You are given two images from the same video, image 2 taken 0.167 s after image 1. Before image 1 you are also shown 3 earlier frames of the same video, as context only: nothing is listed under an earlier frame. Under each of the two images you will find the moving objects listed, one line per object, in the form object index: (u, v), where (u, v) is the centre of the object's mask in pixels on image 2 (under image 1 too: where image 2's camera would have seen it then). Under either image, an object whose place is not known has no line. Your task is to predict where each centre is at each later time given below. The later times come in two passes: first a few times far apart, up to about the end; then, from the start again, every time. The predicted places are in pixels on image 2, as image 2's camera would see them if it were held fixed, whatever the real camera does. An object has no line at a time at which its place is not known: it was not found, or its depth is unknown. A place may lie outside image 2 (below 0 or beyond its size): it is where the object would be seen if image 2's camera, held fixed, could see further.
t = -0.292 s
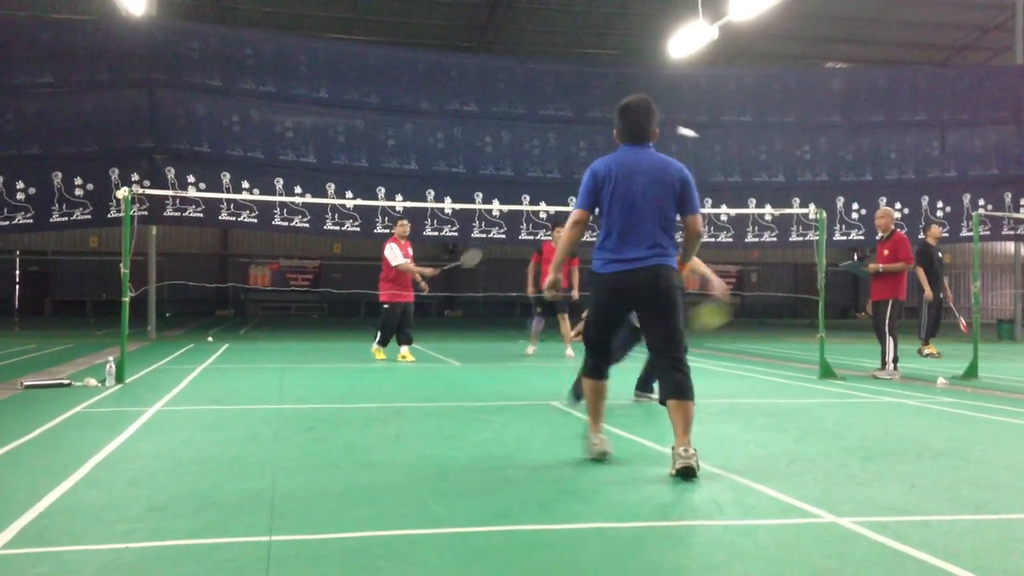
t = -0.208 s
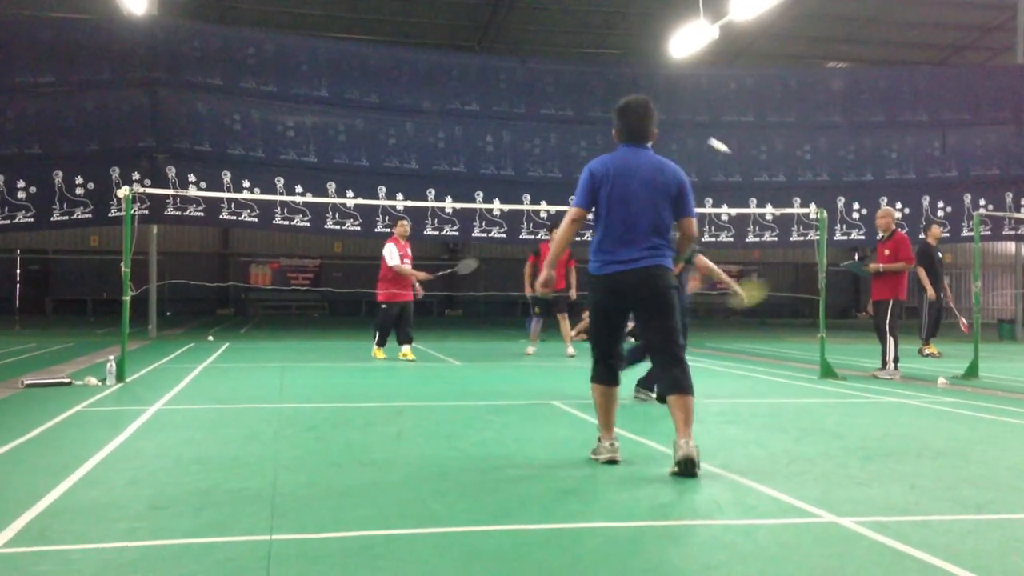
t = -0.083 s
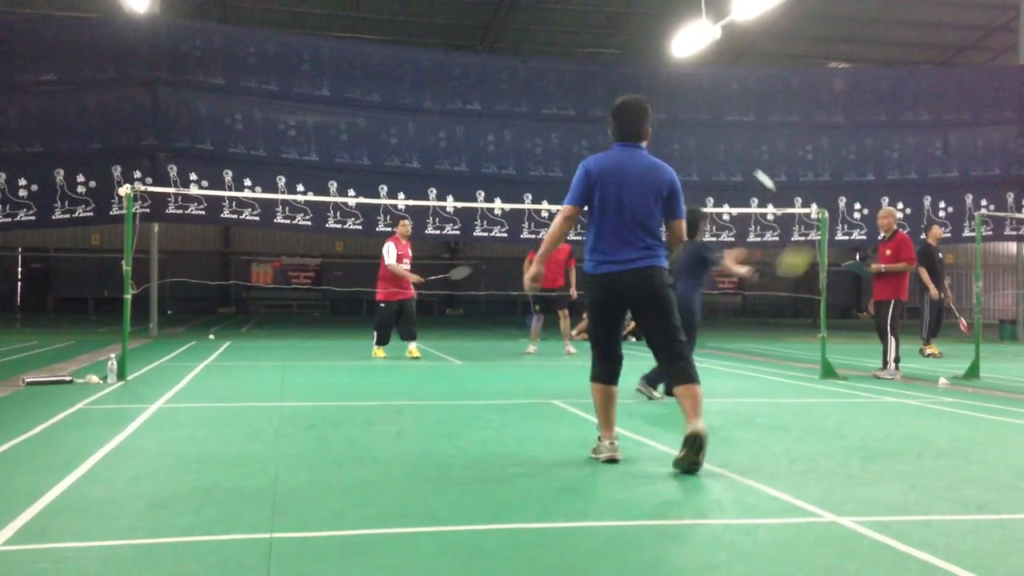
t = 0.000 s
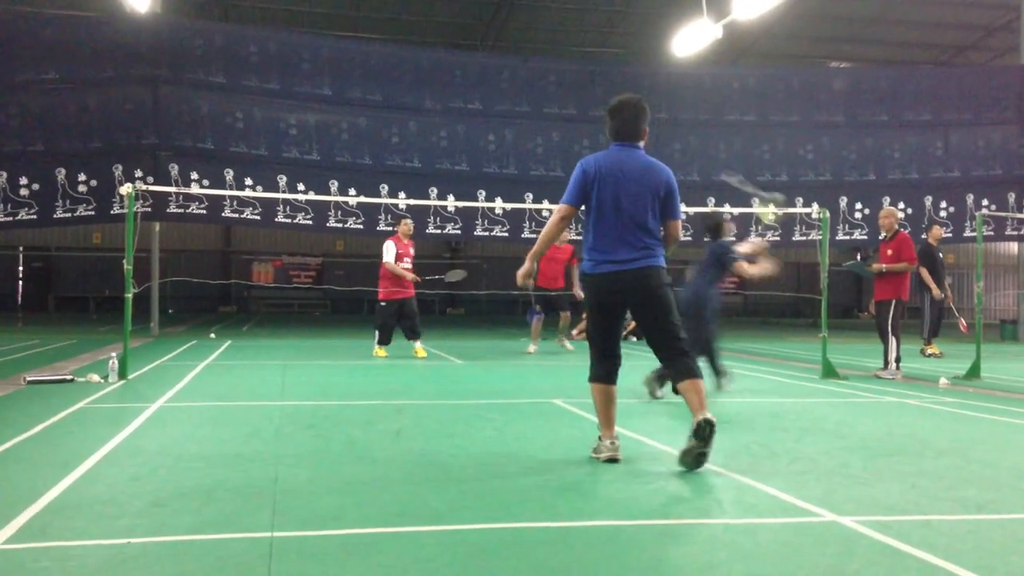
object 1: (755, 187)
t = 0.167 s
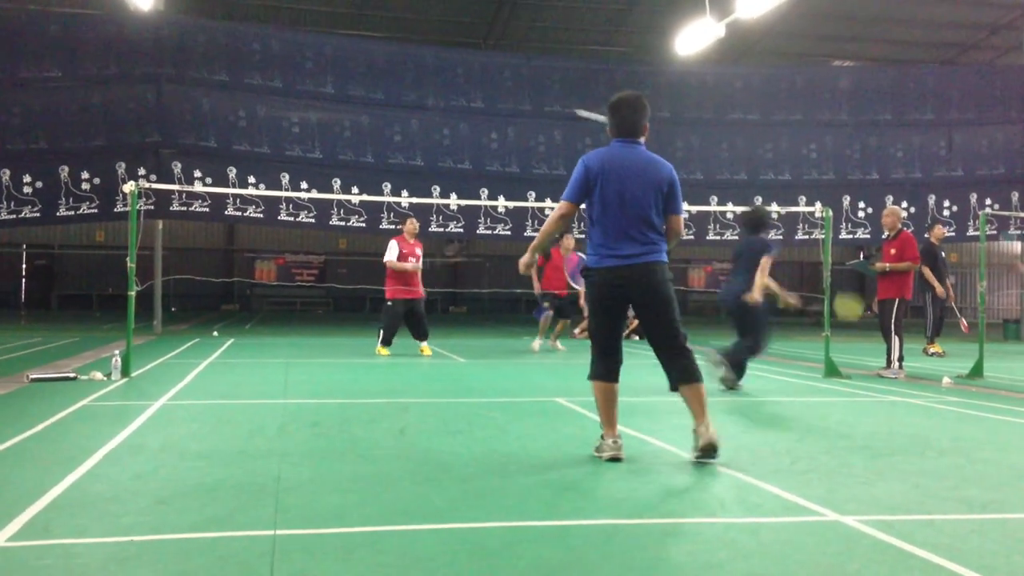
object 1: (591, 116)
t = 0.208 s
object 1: (565, 108)
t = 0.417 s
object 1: (468, 103)
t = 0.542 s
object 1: (426, 116)
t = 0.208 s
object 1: (565, 108)
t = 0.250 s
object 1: (541, 103)
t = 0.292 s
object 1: (519, 100)
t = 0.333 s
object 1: (501, 99)
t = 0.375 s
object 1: (483, 100)
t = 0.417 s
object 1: (468, 103)
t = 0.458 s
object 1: (453, 106)
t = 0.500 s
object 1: (439, 110)
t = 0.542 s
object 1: (426, 116)
